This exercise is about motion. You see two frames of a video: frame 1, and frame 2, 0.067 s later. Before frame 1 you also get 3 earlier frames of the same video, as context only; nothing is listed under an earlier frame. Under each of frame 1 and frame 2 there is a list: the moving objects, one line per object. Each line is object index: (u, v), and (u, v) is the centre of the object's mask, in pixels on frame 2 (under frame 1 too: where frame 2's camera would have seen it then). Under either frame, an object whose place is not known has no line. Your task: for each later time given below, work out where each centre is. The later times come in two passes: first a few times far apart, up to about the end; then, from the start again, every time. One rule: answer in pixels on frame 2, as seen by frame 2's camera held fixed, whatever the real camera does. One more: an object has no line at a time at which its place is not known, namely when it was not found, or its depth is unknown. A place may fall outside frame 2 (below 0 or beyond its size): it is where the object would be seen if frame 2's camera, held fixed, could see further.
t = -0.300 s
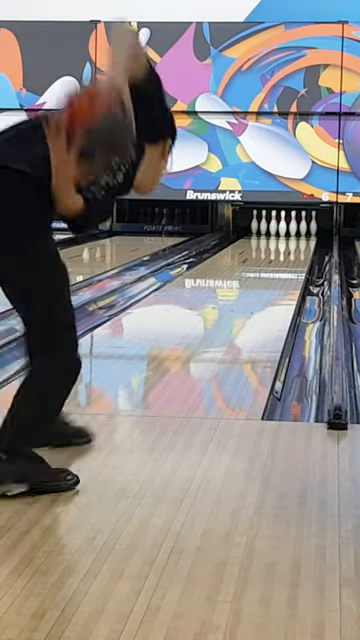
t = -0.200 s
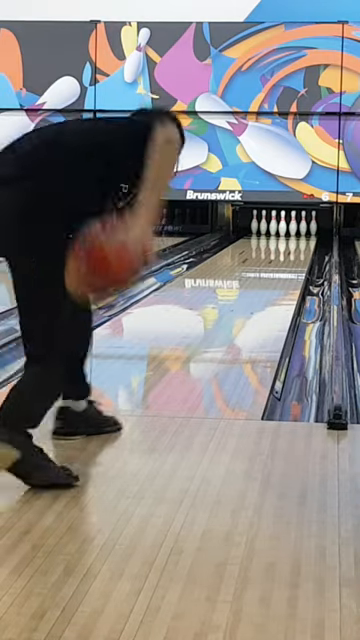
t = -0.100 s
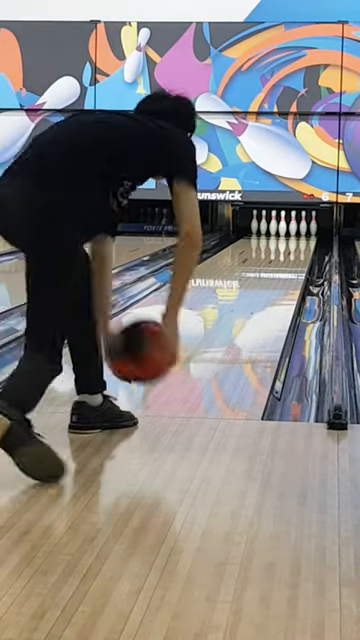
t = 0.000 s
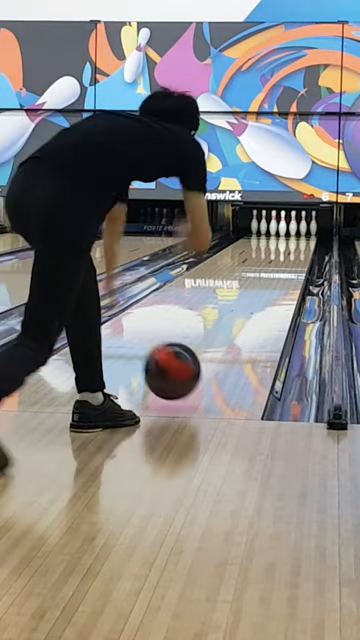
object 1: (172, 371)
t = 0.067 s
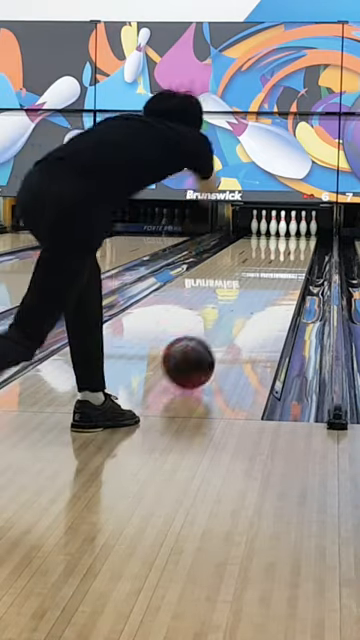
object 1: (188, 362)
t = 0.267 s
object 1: (224, 330)
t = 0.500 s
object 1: (250, 303)
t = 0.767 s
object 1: (271, 283)
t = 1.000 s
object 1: (282, 270)
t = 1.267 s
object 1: (292, 259)
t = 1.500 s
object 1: (297, 251)
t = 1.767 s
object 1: (299, 244)
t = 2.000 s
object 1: (299, 239)
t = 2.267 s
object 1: (297, 235)
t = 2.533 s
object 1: (292, 232)
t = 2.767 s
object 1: (292, 228)
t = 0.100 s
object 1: (195, 357)
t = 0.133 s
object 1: (202, 351)
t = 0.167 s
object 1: (208, 345)
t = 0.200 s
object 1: (213, 340)
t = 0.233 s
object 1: (219, 334)
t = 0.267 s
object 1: (224, 330)
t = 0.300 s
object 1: (228, 325)
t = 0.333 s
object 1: (232, 321)
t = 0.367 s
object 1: (236, 317)
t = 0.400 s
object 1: (240, 313)
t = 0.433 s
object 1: (244, 310)
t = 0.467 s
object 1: (247, 306)
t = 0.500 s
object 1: (250, 303)
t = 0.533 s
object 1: (253, 300)
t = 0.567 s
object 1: (256, 297)
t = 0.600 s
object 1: (259, 295)
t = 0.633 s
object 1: (262, 292)
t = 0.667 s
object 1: (264, 290)
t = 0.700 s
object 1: (266, 287)
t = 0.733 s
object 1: (268, 285)
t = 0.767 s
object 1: (271, 283)
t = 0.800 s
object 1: (273, 280)
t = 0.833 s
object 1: (274, 279)
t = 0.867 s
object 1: (276, 277)
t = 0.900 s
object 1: (278, 275)
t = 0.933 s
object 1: (280, 273)
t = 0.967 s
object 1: (281, 271)
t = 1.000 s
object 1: (282, 270)
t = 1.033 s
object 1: (284, 268)
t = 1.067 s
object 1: (285, 267)
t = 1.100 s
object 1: (286, 266)
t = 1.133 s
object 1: (288, 264)
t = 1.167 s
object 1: (289, 262)
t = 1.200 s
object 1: (290, 261)
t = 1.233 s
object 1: (291, 260)
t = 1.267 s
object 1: (292, 259)
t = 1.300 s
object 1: (293, 257)
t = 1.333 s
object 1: (294, 256)
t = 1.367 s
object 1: (295, 255)
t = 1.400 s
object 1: (295, 254)
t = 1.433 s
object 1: (296, 253)
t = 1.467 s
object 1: (296, 252)
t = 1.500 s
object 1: (297, 251)
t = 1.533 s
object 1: (297, 250)
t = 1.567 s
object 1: (298, 249)
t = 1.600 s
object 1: (298, 248)
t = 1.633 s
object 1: (299, 248)
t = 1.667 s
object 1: (299, 247)
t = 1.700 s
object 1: (299, 246)
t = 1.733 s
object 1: (299, 245)
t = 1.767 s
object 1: (299, 244)
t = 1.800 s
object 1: (300, 243)
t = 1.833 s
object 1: (300, 242)
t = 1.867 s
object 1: (300, 242)
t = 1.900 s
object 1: (300, 241)
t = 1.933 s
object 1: (300, 240)
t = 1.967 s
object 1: (300, 240)
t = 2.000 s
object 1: (299, 239)
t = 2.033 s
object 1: (300, 239)
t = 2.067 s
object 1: (300, 238)
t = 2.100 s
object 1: (299, 237)
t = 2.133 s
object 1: (298, 237)
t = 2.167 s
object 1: (298, 236)
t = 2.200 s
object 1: (297, 235)
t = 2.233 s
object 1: (297, 235)
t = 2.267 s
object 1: (297, 235)
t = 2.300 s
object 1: (296, 234)
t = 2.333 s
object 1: (296, 233)
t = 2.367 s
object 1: (295, 233)
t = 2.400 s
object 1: (295, 232)
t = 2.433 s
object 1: (294, 232)
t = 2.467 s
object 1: (293, 231)
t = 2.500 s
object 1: (293, 231)
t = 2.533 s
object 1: (292, 232)
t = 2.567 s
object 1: (292, 230)
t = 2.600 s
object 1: (291, 230)
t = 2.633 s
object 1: (290, 230)
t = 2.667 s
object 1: (290, 229)
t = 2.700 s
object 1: (292, 230)
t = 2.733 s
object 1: (292, 229)
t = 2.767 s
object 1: (292, 228)
